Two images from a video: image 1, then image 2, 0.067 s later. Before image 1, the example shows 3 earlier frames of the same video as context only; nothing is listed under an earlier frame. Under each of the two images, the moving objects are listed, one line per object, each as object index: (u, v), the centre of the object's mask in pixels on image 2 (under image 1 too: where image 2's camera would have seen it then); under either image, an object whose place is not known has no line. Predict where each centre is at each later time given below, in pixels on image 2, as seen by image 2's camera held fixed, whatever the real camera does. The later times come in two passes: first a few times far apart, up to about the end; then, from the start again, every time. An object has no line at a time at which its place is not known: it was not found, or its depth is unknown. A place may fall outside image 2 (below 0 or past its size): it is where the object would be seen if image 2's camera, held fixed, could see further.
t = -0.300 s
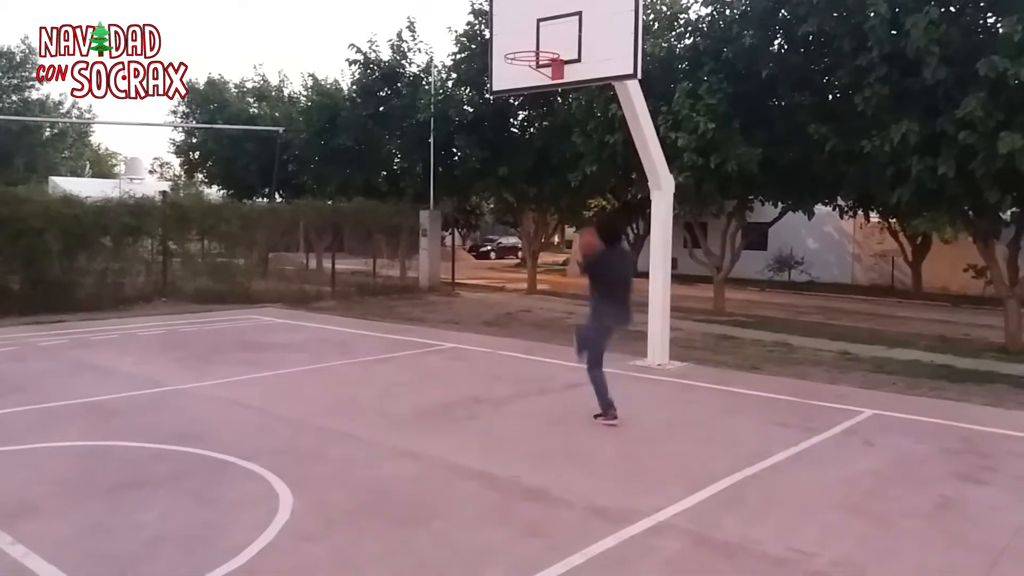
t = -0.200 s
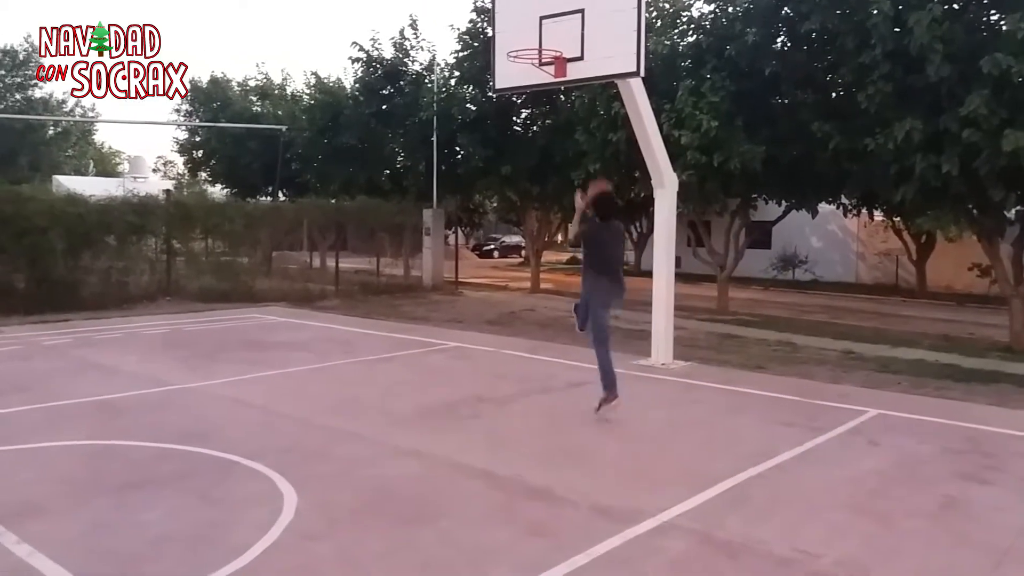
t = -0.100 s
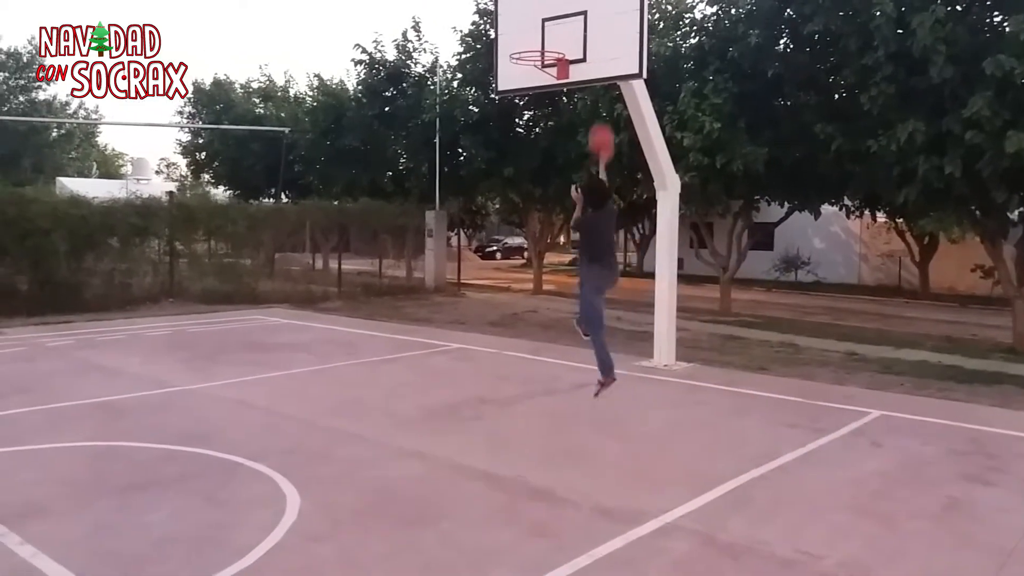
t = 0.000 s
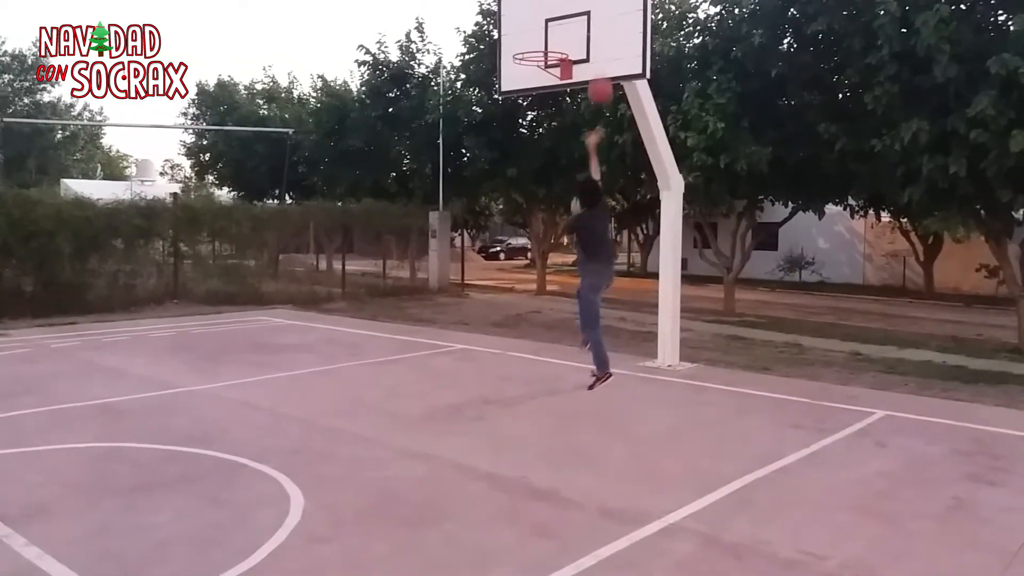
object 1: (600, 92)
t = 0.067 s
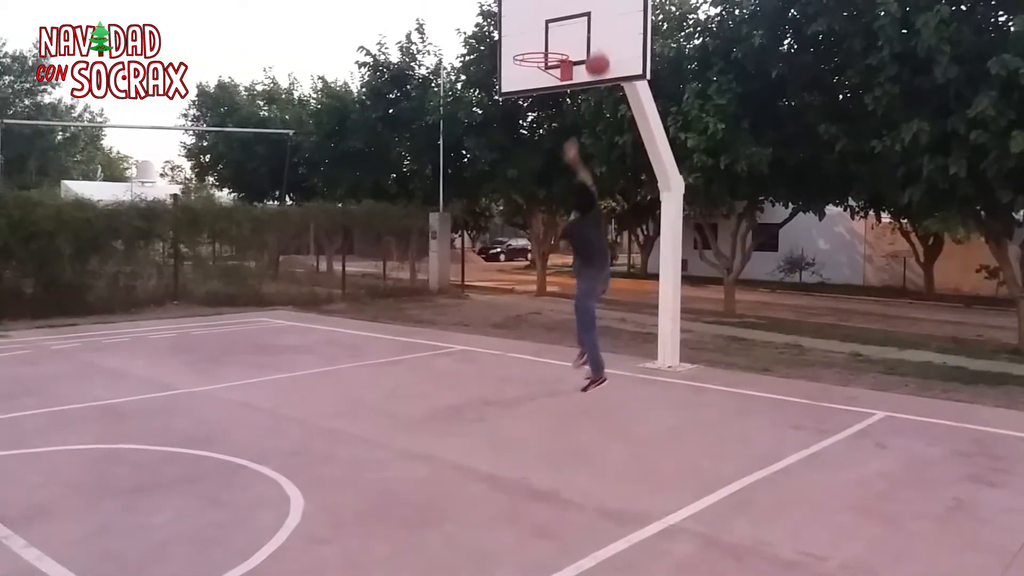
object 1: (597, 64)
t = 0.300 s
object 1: (585, 15)
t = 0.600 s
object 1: (553, 47)
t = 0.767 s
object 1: (535, 110)
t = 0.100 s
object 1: (596, 53)
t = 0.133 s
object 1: (595, 44)
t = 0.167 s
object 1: (593, 35)
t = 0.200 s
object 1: (592, 28)
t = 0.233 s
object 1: (590, 22)
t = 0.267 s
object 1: (589, 18)
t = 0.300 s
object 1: (585, 15)
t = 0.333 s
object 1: (582, 14)
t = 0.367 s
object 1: (579, 14)
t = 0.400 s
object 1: (575, 15)
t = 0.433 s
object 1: (571, 17)
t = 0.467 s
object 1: (567, 20)
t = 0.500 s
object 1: (564, 25)
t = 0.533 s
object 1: (560, 31)
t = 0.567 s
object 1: (557, 38)
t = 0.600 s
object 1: (553, 47)
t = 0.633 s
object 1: (550, 58)
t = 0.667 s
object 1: (546, 70)
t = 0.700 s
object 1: (542, 82)
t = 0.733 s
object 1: (539, 97)
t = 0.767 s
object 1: (535, 110)
